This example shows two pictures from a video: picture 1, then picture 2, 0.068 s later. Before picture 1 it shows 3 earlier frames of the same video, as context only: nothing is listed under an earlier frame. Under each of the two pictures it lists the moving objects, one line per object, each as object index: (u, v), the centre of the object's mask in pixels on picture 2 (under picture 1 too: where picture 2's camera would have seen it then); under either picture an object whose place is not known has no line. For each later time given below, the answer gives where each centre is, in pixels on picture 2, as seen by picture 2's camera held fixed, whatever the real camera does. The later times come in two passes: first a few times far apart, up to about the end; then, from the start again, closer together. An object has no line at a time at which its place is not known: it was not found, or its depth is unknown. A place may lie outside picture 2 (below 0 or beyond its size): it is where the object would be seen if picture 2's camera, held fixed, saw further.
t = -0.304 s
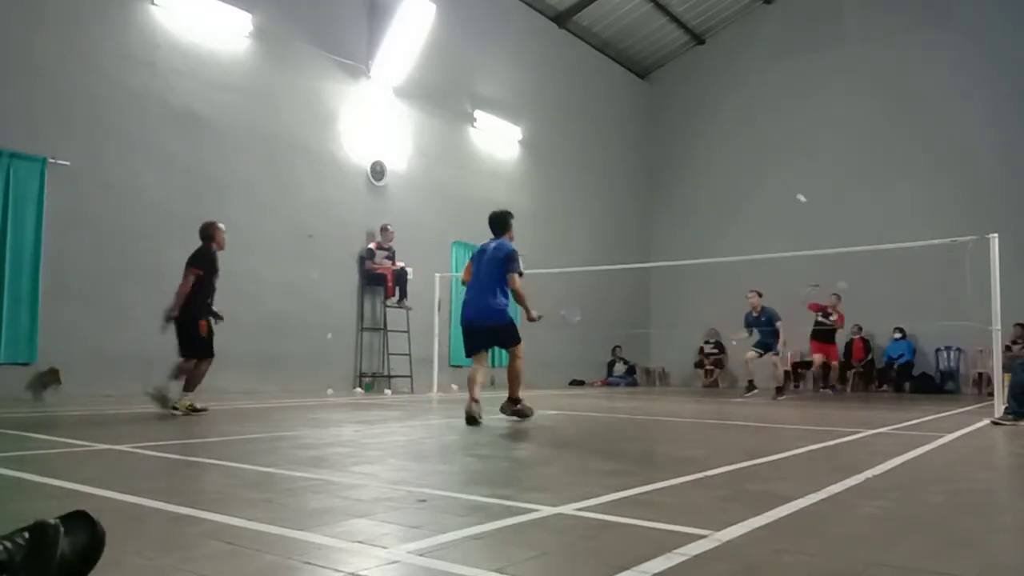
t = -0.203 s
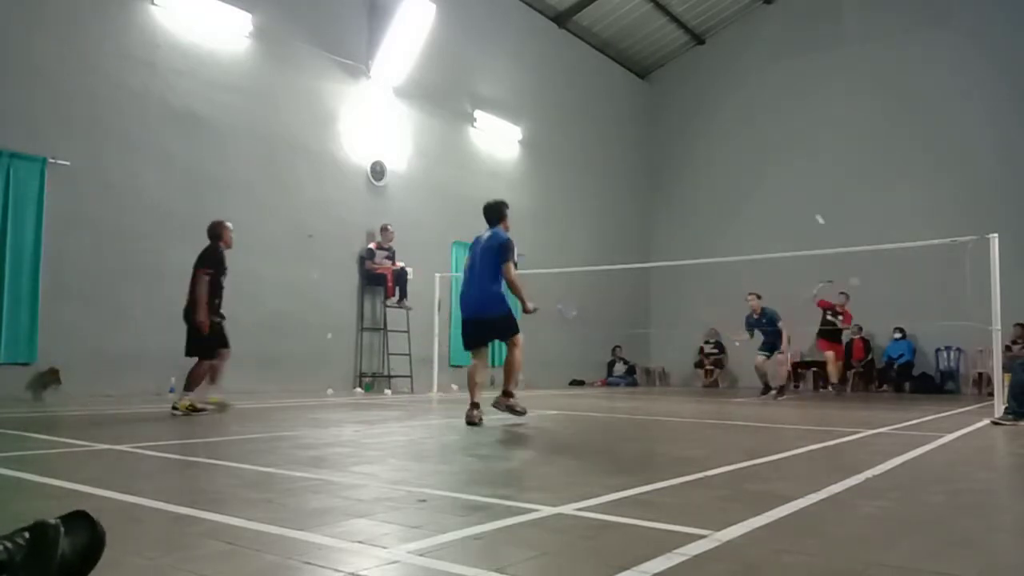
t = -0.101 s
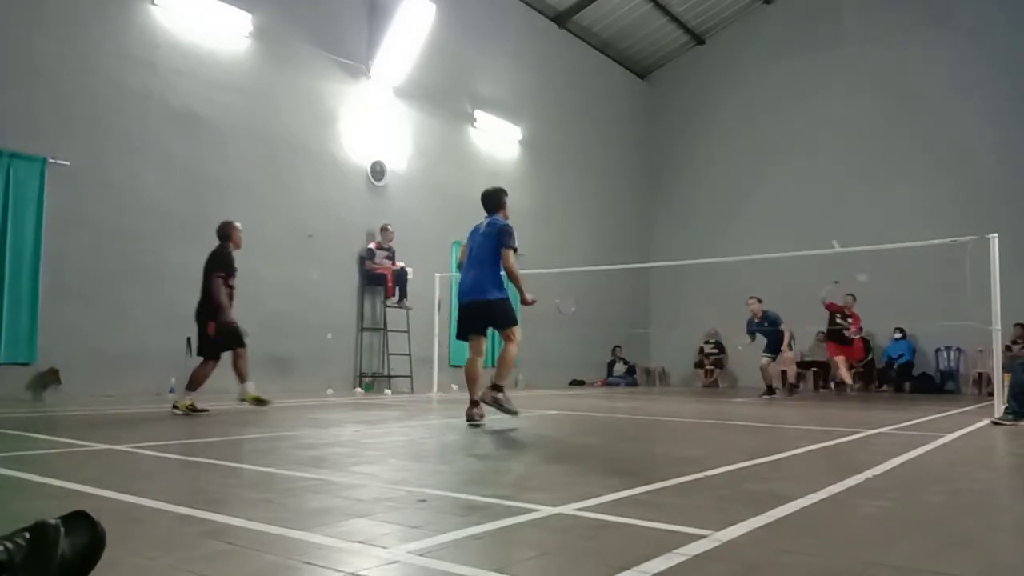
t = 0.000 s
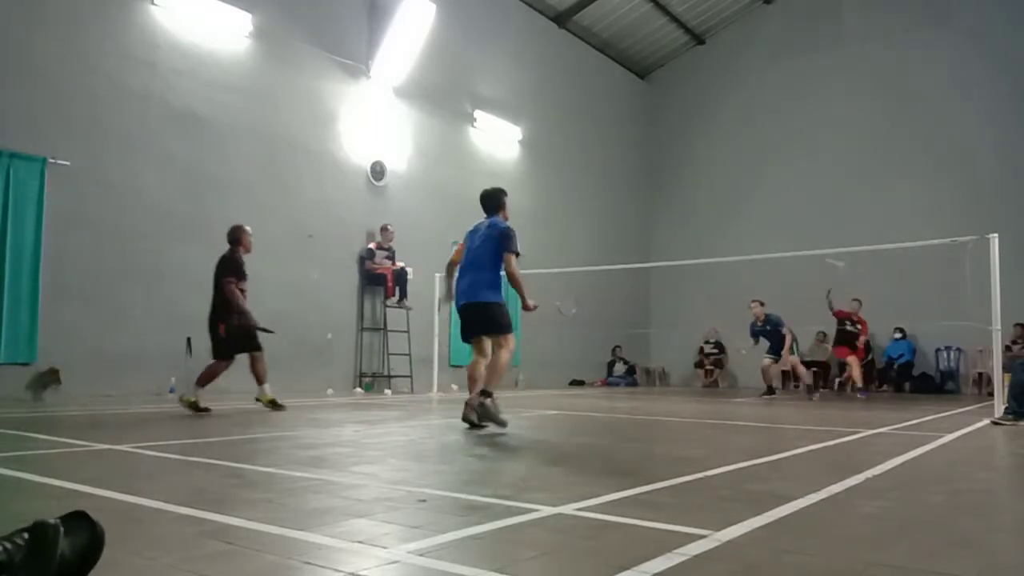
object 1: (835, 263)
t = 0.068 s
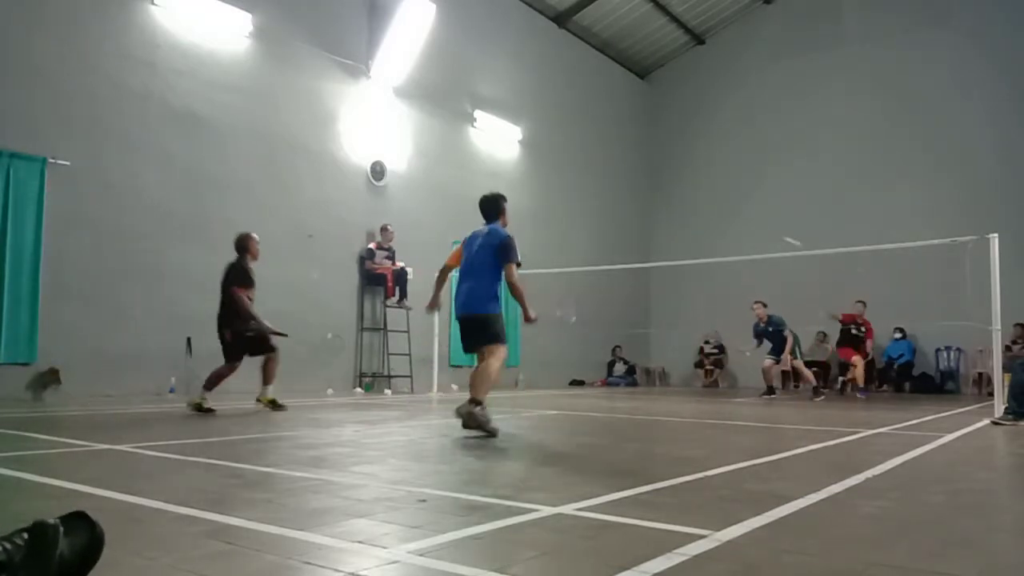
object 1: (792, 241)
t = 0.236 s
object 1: (707, 214)
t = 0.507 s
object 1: (600, 220)
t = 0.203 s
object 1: (723, 218)
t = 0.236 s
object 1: (707, 214)
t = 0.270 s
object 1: (692, 212)
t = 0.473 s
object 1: (611, 217)
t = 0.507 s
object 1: (600, 220)
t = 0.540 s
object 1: (587, 225)
